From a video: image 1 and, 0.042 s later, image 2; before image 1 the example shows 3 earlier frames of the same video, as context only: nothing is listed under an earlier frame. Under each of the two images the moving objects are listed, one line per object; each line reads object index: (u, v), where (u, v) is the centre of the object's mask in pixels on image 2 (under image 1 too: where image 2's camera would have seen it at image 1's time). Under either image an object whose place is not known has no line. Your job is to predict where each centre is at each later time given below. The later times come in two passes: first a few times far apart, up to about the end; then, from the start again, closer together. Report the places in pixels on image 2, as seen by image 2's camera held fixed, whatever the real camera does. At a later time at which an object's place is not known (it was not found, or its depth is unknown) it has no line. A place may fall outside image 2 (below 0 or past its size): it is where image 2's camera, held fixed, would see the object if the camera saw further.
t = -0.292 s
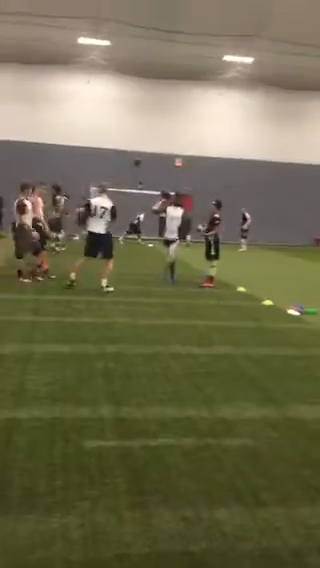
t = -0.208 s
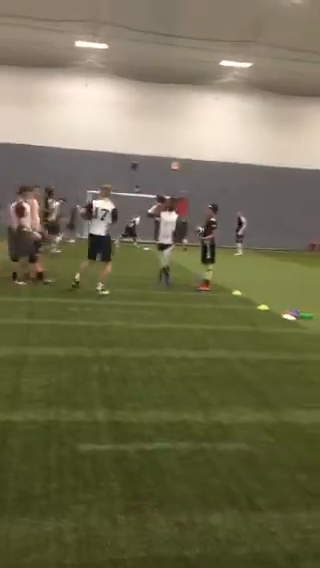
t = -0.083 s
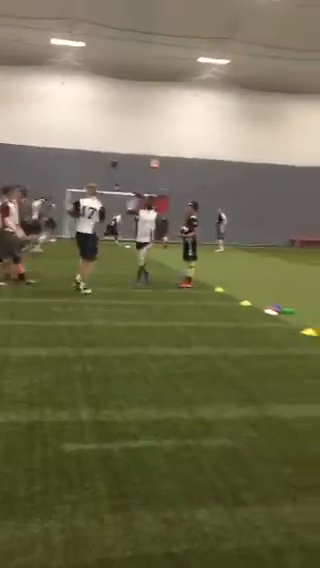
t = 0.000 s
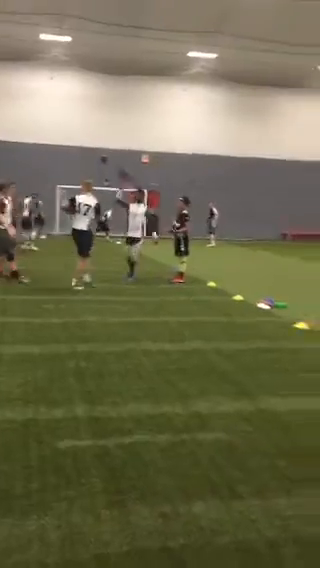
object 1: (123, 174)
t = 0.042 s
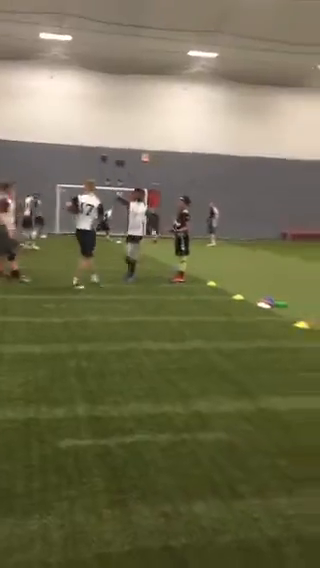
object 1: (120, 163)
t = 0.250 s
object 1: (89, 110)
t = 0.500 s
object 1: (41, 72)
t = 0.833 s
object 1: (-45, 97)
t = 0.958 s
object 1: (-82, 138)
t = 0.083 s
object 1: (112, 148)
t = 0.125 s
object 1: (107, 139)
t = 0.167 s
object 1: (102, 128)
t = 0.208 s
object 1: (95, 118)
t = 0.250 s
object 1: (89, 110)
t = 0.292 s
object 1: (81, 101)
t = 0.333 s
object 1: (74, 94)
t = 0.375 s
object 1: (66, 86)
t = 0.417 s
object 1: (58, 80)
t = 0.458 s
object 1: (49, 75)
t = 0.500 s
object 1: (41, 72)
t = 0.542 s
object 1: (33, 70)
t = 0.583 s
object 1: (23, 69)
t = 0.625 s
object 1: (13, 69)
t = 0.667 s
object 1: (3, 71)
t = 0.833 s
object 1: (-45, 97)
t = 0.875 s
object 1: (-58, 108)
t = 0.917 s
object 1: (-73, 120)
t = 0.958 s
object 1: (-82, 138)
